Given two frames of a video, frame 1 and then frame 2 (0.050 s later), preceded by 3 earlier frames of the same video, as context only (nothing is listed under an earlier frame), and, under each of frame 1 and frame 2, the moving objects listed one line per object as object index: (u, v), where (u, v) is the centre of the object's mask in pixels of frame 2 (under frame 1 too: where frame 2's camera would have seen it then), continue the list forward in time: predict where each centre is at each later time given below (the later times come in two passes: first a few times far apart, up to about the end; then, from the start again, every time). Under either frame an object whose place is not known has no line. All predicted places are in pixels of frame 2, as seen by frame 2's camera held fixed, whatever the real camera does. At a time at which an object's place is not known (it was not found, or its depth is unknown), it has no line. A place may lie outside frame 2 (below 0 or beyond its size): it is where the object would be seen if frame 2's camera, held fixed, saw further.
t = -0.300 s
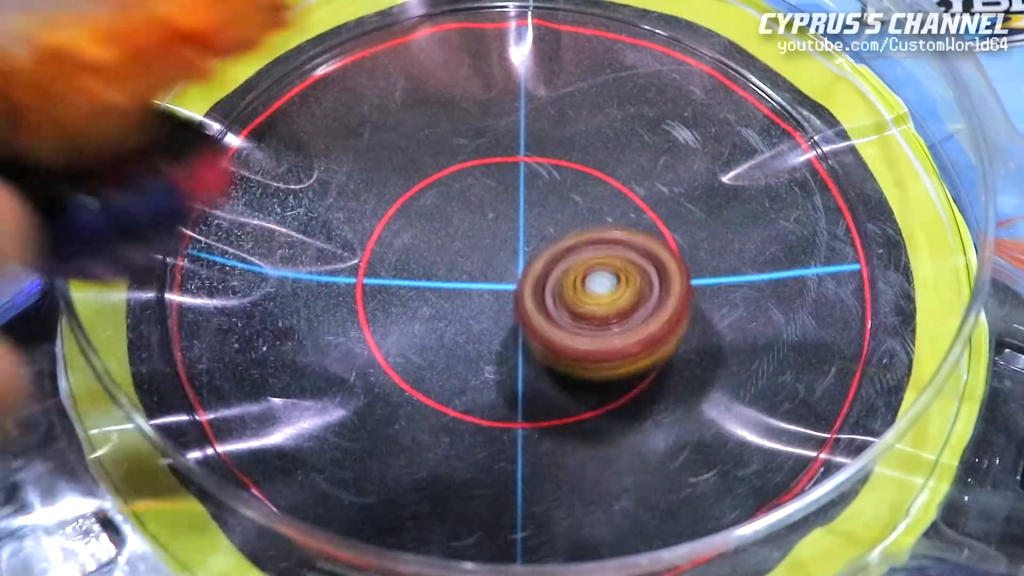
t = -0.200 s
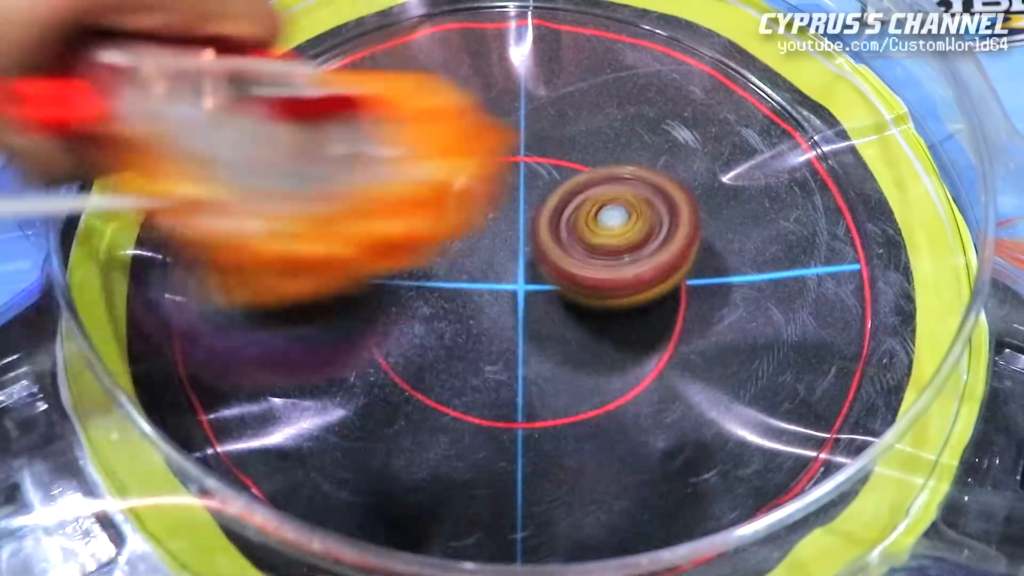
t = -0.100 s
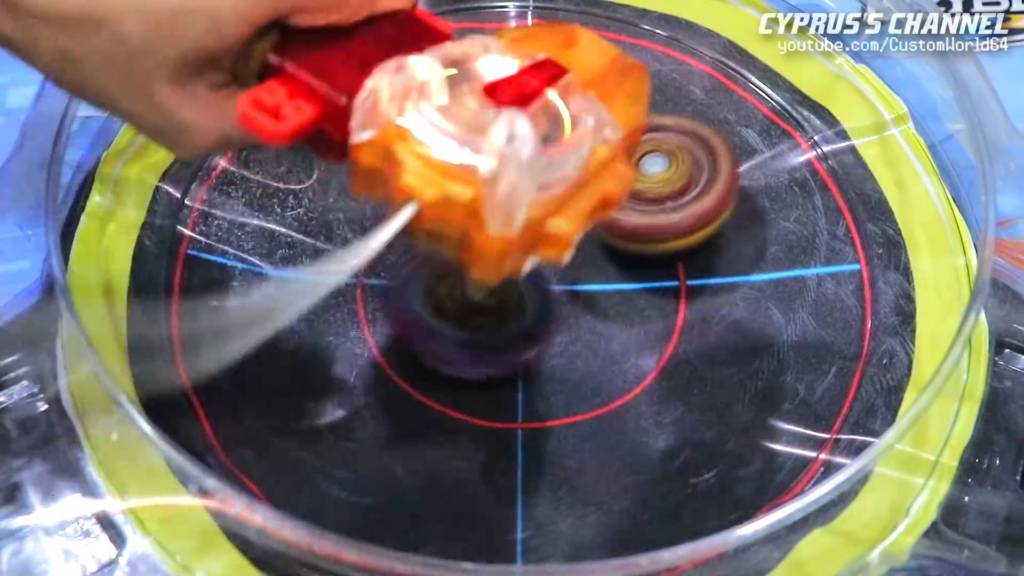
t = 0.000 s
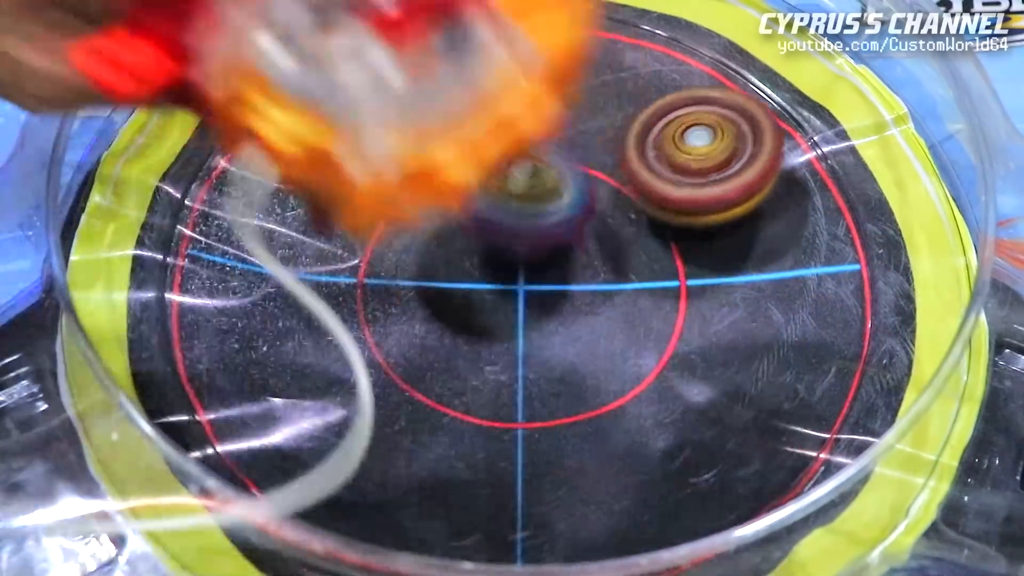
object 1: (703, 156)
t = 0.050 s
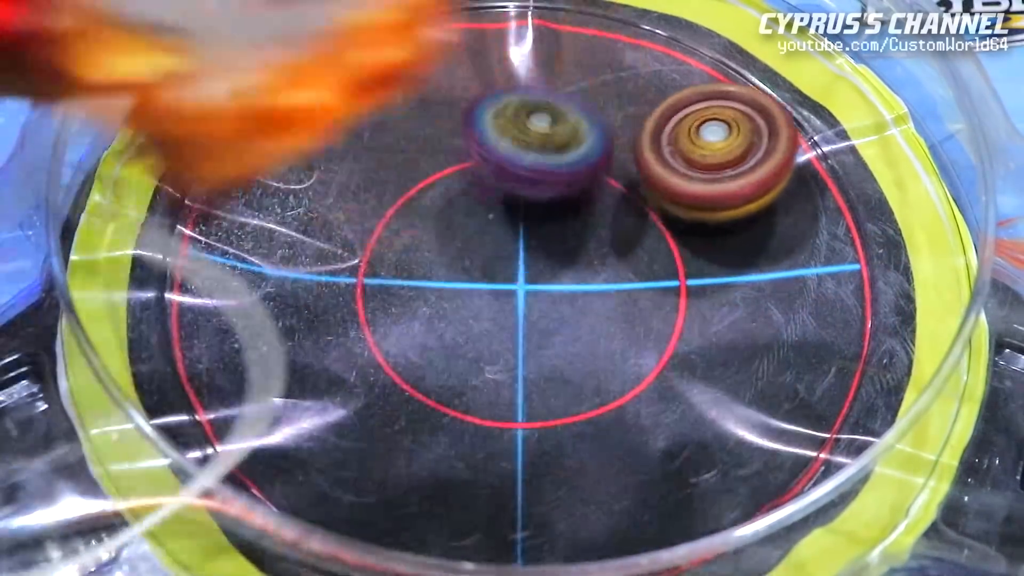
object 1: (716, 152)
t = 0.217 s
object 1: (729, 170)
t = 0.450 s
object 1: (664, 208)
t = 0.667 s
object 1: (601, 200)
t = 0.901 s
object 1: (545, 142)
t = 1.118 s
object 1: (621, 70)
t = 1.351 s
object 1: (642, 153)
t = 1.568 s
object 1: (724, 158)
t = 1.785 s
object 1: (633, 263)
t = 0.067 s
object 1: (721, 152)
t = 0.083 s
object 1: (724, 152)
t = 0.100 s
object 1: (727, 153)
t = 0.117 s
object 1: (728, 154)
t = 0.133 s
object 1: (729, 156)
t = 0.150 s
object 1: (730, 158)
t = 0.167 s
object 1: (731, 161)
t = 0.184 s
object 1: (731, 164)
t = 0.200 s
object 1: (730, 166)
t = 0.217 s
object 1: (729, 170)
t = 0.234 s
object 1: (727, 174)
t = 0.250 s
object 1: (724, 179)
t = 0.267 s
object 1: (721, 183)
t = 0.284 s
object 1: (719, 188)
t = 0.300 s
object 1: (715, 193)
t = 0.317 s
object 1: (711, 196)
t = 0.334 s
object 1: (708, 199)
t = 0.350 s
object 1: (703, 201)
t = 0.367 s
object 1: (697, 203)
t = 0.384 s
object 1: (692, 205)
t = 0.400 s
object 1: (685, 206)
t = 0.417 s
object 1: (677, 207)
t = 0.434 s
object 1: (669, 207)
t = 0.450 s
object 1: (664, 208)
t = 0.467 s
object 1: (663, 211)
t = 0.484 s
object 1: (661, 212)
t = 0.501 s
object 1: (658, 213)
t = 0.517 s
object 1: (654, 214)
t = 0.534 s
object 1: (648, 213)
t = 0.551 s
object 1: (643, 213)
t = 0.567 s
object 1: (639, 212)
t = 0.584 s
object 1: (632, 210)
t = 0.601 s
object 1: (625, 208)
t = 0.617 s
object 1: (619, 207)
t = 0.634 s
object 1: (613, 205)
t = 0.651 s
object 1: (607, 203)
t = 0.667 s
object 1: (601, 200)
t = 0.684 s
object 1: (594, 198)
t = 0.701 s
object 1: (588, 194)
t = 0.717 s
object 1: (583, 191)
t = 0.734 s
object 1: (577, 186)
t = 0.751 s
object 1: (573, 182)
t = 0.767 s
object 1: (568, 178)
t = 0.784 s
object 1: (564, 173)
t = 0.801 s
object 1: (560, 169)
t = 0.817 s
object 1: (557, 164)
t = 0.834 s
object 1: (553, 160)
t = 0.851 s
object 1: (550, 155)
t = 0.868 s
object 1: (548, 151)
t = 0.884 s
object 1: (547, 146)
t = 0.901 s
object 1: (545, 142)
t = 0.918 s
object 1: (543, 138)
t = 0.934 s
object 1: (541, 134)
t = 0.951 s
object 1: (540, 130)
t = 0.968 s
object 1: (541, 126)
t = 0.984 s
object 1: (549, 116)
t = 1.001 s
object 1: (561, 103)
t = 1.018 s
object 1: (570, 92)
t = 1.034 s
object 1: (580, 83)
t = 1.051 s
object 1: (589, 77)
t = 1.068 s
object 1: (597, 72)
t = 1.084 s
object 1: (604, 70)
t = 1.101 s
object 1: (612, 69)
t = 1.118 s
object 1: (621, 70)
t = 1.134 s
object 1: (628, 72)
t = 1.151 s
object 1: (635, 75)
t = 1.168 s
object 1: (640, 79)
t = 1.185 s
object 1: (646, 85)
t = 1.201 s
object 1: (650, 90)
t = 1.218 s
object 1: (653, 96)
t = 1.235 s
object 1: (656, 104)
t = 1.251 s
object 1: (657, 110)
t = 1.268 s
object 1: (657, 117)
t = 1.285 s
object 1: (656, 125)
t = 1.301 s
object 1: (653, 133)
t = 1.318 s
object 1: (651, 140)
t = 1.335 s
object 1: (647, 147)
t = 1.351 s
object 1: (642, 153)
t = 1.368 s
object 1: (636, 159)
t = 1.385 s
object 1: (630, 165)
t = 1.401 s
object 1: (622, 171)
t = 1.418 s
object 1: (616, 175)
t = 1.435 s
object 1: (626, 172)
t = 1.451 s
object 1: (649, 164)
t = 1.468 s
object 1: (667, 158)
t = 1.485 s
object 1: (685, 152)
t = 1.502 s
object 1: (698, 149)
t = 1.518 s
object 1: (708, 148)
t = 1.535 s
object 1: (716, 148)
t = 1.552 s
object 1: (721, 152)
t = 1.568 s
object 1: (724, 158)
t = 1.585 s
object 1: (725, 165)
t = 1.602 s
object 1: (724, 173)
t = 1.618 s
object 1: (721, 182)
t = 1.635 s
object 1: (717, 192)
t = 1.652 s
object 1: (713, 201)
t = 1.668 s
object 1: (706, 210)
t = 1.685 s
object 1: (699, 220)
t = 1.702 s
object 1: (691, 229)
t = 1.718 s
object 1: (682, 238)
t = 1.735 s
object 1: (671, 246)
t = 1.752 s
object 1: (658, 253)
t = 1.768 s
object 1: (645, 259)
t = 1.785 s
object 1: (633, 263)
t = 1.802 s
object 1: (618, 267)
